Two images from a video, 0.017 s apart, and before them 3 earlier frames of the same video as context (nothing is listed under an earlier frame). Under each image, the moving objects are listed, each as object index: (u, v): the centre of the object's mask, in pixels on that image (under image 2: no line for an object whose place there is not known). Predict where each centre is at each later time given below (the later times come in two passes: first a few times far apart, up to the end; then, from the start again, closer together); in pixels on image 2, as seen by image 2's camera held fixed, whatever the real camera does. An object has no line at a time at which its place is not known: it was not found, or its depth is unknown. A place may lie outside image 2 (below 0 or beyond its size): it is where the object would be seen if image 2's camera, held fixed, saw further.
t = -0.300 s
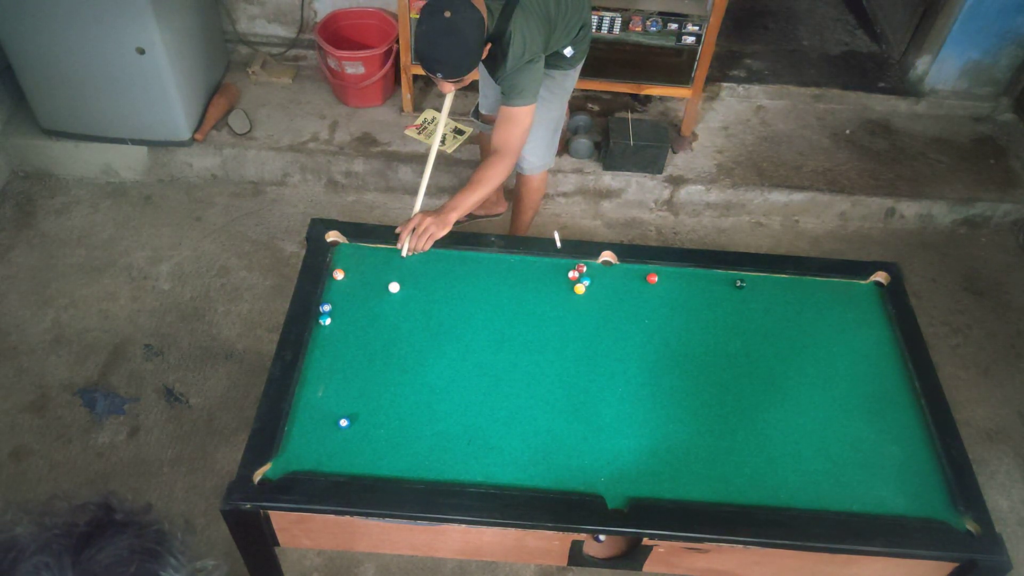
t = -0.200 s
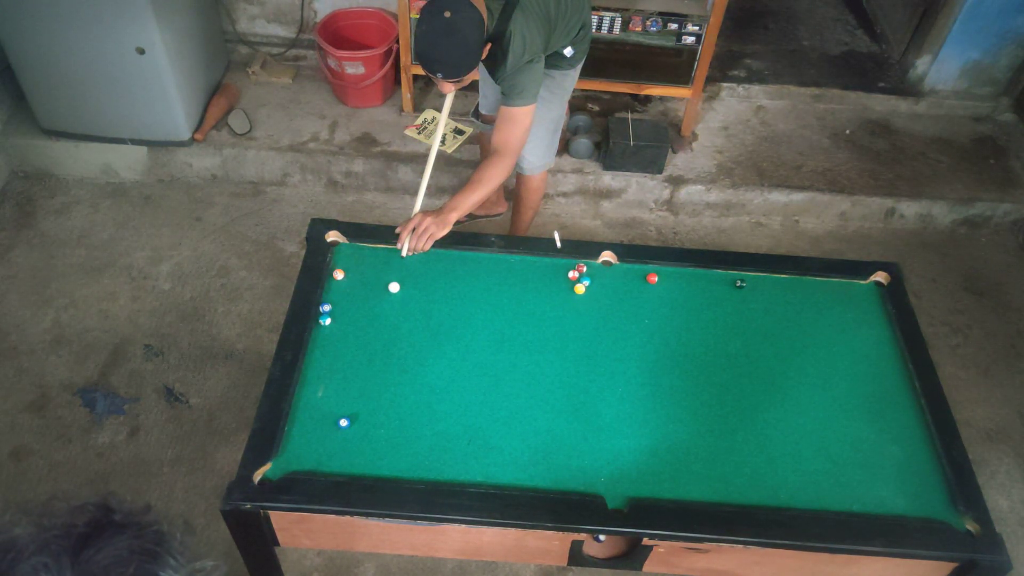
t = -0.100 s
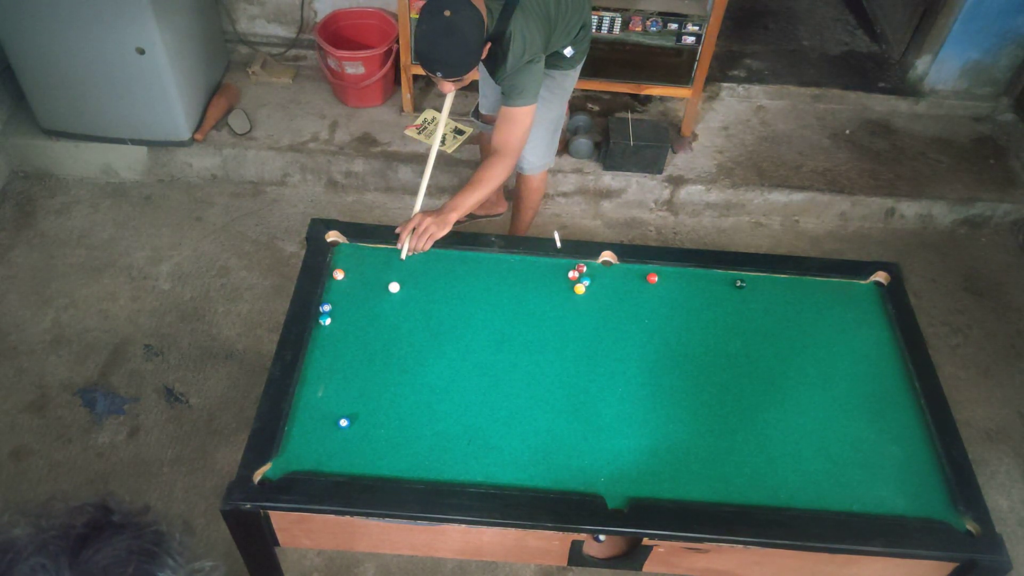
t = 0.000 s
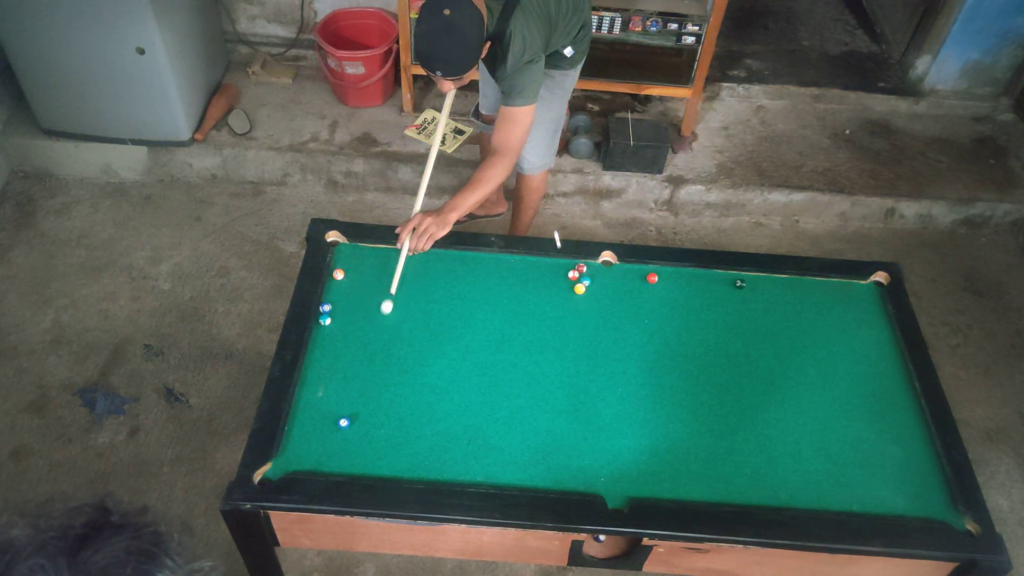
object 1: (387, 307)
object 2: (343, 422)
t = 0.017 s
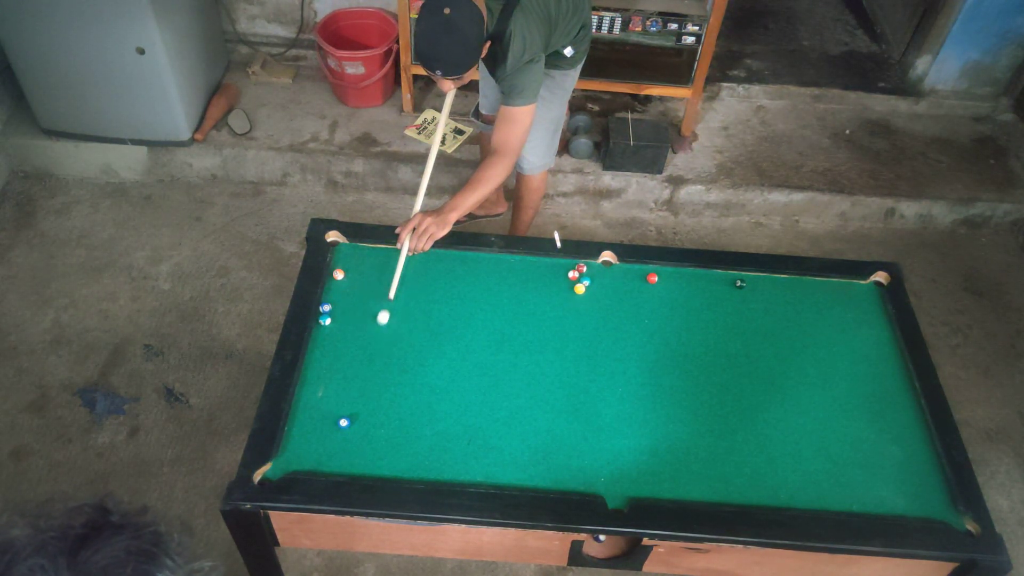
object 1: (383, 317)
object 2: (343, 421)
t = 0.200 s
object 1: (348, 413)
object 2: (340, 432)
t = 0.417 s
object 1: (342, 436)
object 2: (326, 435)
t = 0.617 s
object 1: (337, 459)
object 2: (328, 396)
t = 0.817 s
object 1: (335, 468)
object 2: (329, 365)
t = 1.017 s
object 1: (336, 463)
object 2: (328, 341)
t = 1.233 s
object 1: (336, 462)
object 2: (328, 325)
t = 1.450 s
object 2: (329, 324)
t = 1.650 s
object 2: (329, 325)
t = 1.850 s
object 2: (329, 325)
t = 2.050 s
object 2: (329, 325)
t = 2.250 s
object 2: (330, 325)
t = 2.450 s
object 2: (330, 325)
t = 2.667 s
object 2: (330, 325)
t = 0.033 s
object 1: (379, 328)
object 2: (344, 421)
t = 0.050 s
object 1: (376, 337)
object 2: (344, 421)
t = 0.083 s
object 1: (368, 357)
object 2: (344, 421)
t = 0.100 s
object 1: (365, 366)
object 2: (344, 421)
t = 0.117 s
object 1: (361, 375)
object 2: (344, 421)
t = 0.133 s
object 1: (358, 385)
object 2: (344, 421)
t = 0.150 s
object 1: (355, 394)
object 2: (344, 421)
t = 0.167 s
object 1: (351, 404)
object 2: (344, 421)
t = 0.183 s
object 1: (348, 412)
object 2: (343, 424)
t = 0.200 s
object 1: (348, 413)
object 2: (340, 432)
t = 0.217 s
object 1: (348, 413)
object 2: (336, 441)
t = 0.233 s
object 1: (348, 414)
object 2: (332, 451)
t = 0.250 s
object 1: (348, 416)
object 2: (329, 460)
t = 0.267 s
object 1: (348, 417)
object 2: (326, 467)
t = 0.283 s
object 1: (347, 418)
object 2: (326, 467)
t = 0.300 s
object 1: (347, 420)
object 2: (326, 462)
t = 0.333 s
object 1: (346, 424)
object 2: (326, 452)
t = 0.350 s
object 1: (345, 427)
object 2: (326, 448)
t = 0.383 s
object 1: (344, 431)
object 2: (326, 442)
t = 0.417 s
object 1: (342, 436)
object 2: (326, 435)
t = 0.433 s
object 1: (342, 438)
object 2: (327, 430)
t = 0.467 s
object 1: (340, 442)
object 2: (327, 425)
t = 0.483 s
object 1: (340, 444)
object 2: (327, 422)
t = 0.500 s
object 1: (340, 446)
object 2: (327, 418)
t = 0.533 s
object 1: (339, 450)
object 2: (328, 410)
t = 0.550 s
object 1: (338, 452)
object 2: (327, 408)
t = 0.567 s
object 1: (338, 454)
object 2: (328, 406)
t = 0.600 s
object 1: (337, 457)
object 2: (327, 399)
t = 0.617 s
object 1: (337, 459)
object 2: (328, 396)
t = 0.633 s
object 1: (336, 460)
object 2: (328, 394)
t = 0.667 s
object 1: (336, 463)
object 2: (329, 389)
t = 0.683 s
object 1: (335, 465)
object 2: (329, 385)
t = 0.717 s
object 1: (335, 467)
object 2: (329, 379)
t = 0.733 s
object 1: (335, 469)
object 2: (329, 377)
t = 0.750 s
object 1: (334, 470)
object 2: (329, 376)
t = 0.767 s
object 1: (334, 470)
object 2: (329, 373)
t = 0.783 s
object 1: (335, 469)
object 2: (329, 370)
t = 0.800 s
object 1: (335, 468)
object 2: (328, 367)
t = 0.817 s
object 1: (335, 468)
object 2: (329, 365)
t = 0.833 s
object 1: (335, 467)
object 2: (329, 362)
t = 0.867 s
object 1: (335, 466)
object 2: (329, 360)
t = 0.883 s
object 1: (335, 466)
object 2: (329, 357)
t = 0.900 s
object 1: (335, 465)
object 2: (329, 355)
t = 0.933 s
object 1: (335, 464)
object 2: (328, 350)
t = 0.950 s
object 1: (335, 464)
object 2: (328, 347)
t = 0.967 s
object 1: (336, 463)
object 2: (328, 346)
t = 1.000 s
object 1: (336, 463)
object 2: (328, 343)
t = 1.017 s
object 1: (336, 463)
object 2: (328, 341)
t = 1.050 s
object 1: (336, 463)
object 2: (328, 337)
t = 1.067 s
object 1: (336, 462)
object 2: (327, 335)
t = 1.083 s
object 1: (336, 462)
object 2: (328, 333)
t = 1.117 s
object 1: (336, 462)
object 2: (328, 331)
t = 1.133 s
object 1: (336, 462)
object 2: (327, 329)
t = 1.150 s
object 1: (336, 462)
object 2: (328, 328)
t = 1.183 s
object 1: (336, 462)
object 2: (328, 327)
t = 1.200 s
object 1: (336, 462)
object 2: (328, 326)
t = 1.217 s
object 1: (336, 462)
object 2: (328, 326)
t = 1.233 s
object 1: (336, 462)
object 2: (328, 325)
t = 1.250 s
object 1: (336, 462)
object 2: (329, 325)
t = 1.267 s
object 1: (336, 462)
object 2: (329, 324)
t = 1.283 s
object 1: (336, 462)
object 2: (330, 324)
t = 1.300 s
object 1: (336, 462)
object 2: (330, 324)
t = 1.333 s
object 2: (330, 324)
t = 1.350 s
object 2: (330, 324)
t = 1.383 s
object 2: (330, 324)
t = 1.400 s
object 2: (329, 324)
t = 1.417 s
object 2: (329, 324)
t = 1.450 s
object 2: (329, 324)
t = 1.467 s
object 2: (329, 325)
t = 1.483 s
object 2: (329, 325)
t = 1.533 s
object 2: (329, 325)
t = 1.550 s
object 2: (329, 325)
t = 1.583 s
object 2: (330, 325)
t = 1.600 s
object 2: (330, 325)
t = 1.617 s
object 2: (329, 325)
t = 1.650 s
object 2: (329, 325)
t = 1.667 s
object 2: (329, 325)
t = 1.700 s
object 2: (329, 325)
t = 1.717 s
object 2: (329, 325)
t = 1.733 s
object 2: (329, 325)
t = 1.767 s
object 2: (329, 325)
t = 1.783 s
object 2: (329, 325)
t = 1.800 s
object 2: (329, 325)
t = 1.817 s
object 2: (329, 325)
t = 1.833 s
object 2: (329, 325)
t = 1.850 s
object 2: (329, 325)
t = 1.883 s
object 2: (329, 325)
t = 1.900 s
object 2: (329, 325)
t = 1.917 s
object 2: (329, 325)
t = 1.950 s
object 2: (329, 325)
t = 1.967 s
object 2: (329, 325)
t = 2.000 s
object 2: (329, 325)
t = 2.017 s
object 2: (329, 325)
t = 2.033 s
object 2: (329, 325)
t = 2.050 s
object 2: (329, 325)
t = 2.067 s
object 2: (329, 325)
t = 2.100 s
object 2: (329, 325)
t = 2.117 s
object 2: (329, 325)
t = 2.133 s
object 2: (329, 325)
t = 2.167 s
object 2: (329, 325)
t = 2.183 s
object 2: (329, 325)
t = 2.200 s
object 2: (330, 325)
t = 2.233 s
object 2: (330, 325)
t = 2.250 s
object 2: (330, 325)
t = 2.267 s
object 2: (330, 325)
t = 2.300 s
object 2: (330, 325)
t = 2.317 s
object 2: (330, 325)
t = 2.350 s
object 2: (331, 325)
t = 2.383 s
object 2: (329, 325)
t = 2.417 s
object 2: (329, 325)
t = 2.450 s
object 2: (330, 325)
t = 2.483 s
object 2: (330, 325)
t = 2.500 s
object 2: (330, 325)
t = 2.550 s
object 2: (330, 325)
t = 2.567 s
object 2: (330, 325)
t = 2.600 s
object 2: (330, 325)
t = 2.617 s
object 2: (330, 325)
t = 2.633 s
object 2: (330, 325)
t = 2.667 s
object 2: (330, 325)
